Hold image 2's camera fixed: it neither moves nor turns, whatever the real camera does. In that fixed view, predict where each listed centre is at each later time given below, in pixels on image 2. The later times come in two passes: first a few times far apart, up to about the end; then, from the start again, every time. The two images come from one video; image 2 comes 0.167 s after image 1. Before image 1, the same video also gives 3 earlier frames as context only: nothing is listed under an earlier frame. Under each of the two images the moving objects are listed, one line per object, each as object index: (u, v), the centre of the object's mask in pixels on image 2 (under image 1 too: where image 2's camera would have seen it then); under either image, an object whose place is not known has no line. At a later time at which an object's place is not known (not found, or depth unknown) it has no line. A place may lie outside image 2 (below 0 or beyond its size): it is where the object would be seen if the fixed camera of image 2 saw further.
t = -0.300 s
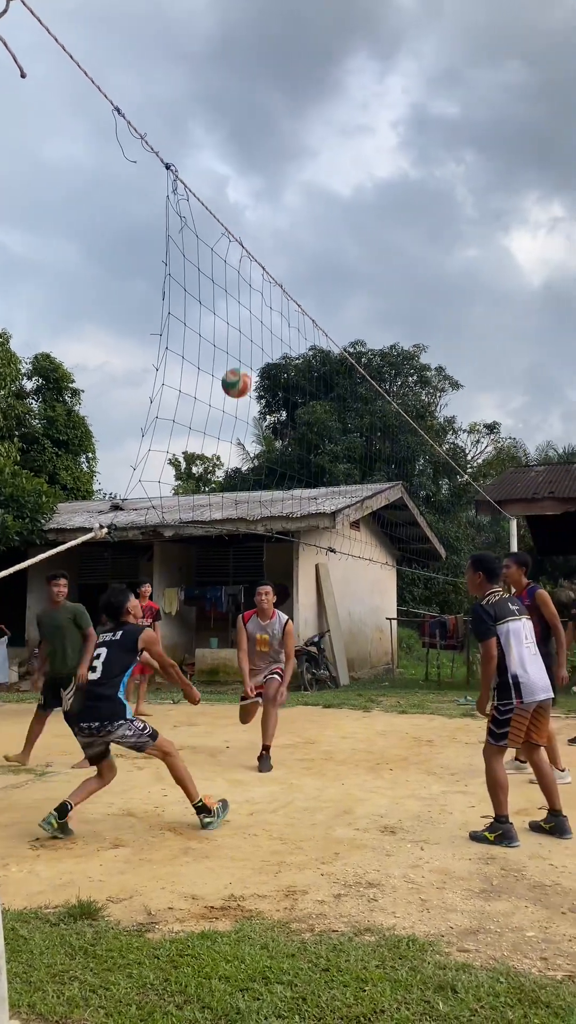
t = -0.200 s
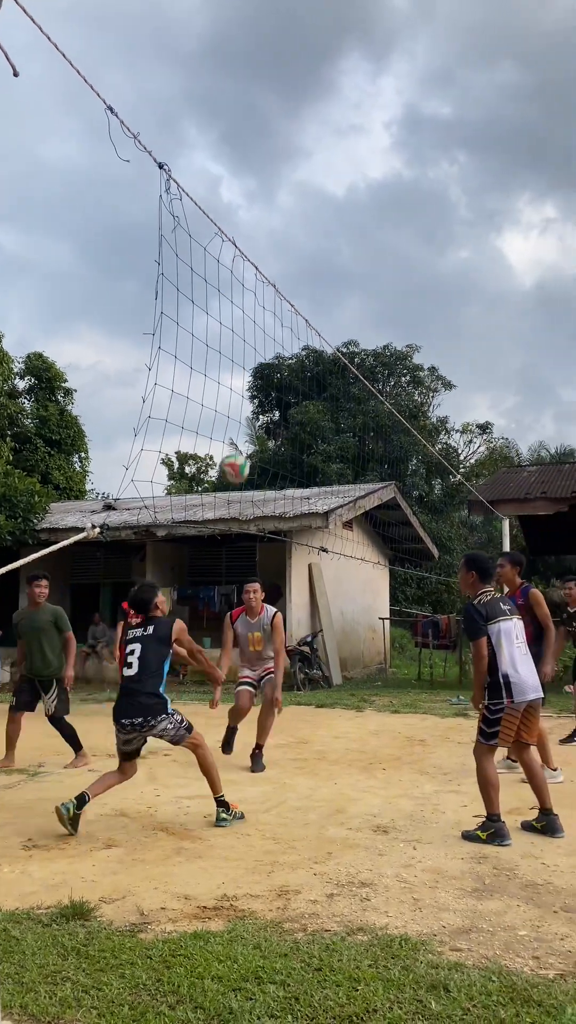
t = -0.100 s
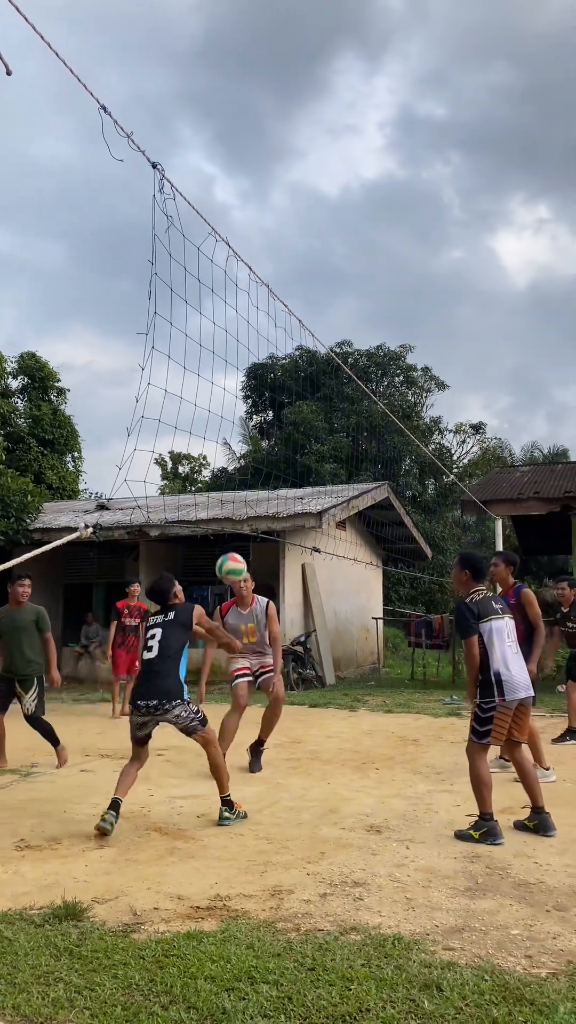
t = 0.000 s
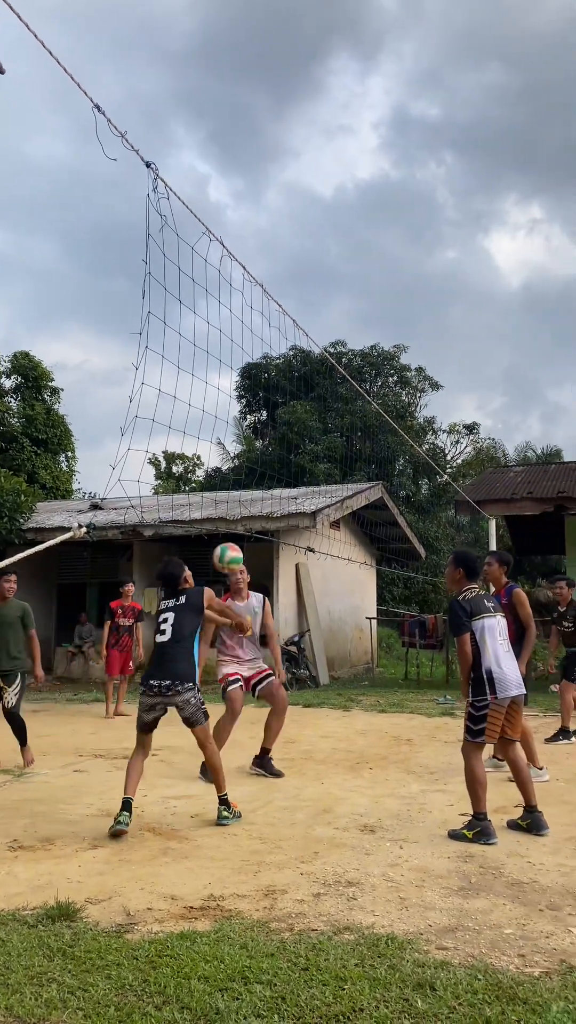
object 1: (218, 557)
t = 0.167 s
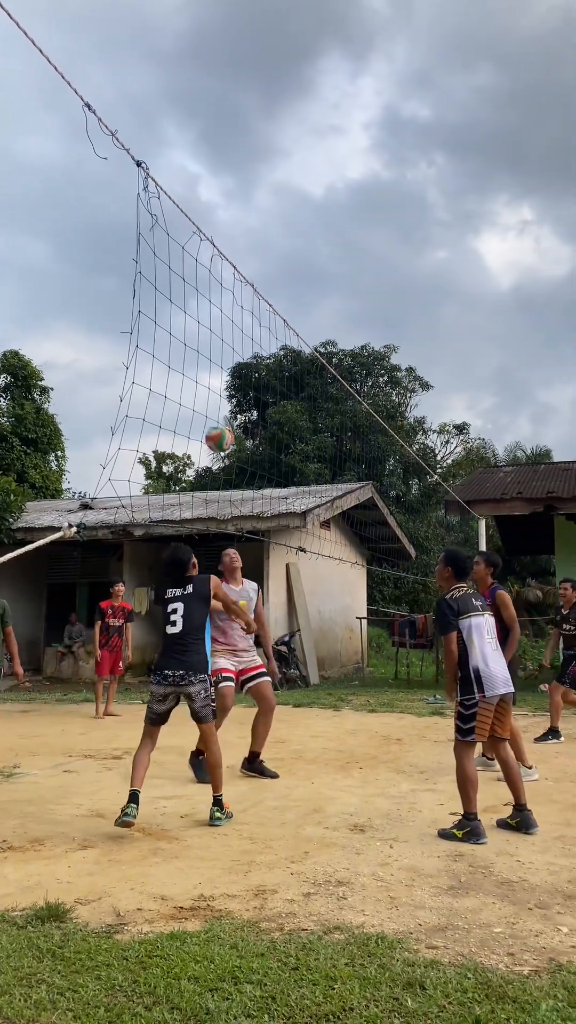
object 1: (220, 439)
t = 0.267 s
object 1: (220, 390)
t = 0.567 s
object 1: (219, 333)
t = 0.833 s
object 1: (218, 372)
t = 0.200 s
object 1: (219, 421)
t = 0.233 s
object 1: (220, 405)
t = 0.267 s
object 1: (220, 390)
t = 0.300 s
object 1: (219, 379)
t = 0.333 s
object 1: (219, 368)
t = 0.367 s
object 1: (219, 358)
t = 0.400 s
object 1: (219, 351)
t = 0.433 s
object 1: (219, 345)
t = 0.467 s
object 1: (219, 339)
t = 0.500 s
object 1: (219, 336)
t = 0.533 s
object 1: (219, 334)
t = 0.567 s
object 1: (219, 333)
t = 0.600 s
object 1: (219, 334)
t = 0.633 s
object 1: (219, 335)
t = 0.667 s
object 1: (219, 338)
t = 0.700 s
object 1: (218, 343)
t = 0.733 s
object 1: (218, 348)
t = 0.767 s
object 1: (219, 355)
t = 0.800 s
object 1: (218, 363)
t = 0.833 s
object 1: (218, 372)
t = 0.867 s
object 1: (218, 382)
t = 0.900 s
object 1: (217, 393)
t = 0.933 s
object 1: (217, 405)
